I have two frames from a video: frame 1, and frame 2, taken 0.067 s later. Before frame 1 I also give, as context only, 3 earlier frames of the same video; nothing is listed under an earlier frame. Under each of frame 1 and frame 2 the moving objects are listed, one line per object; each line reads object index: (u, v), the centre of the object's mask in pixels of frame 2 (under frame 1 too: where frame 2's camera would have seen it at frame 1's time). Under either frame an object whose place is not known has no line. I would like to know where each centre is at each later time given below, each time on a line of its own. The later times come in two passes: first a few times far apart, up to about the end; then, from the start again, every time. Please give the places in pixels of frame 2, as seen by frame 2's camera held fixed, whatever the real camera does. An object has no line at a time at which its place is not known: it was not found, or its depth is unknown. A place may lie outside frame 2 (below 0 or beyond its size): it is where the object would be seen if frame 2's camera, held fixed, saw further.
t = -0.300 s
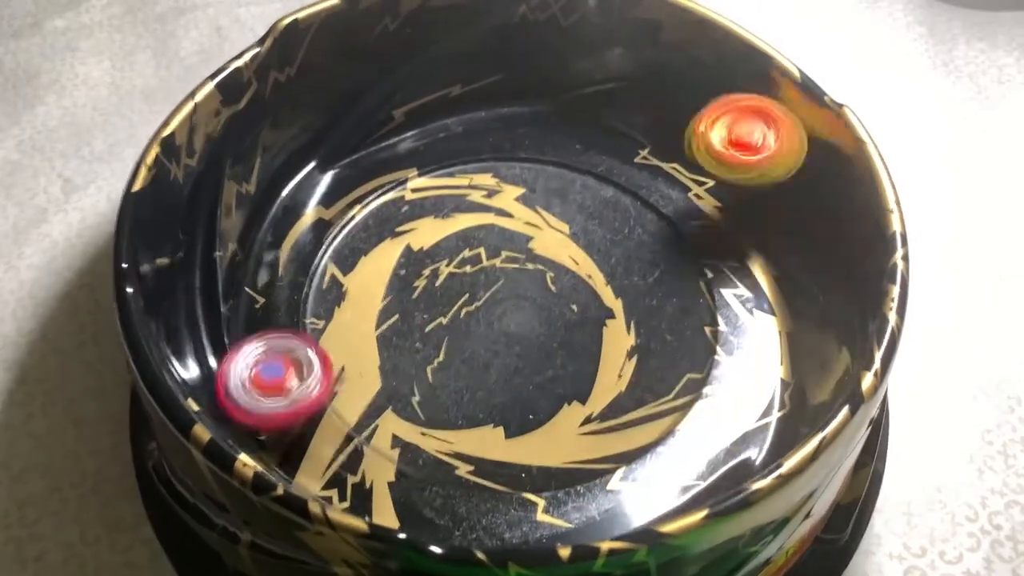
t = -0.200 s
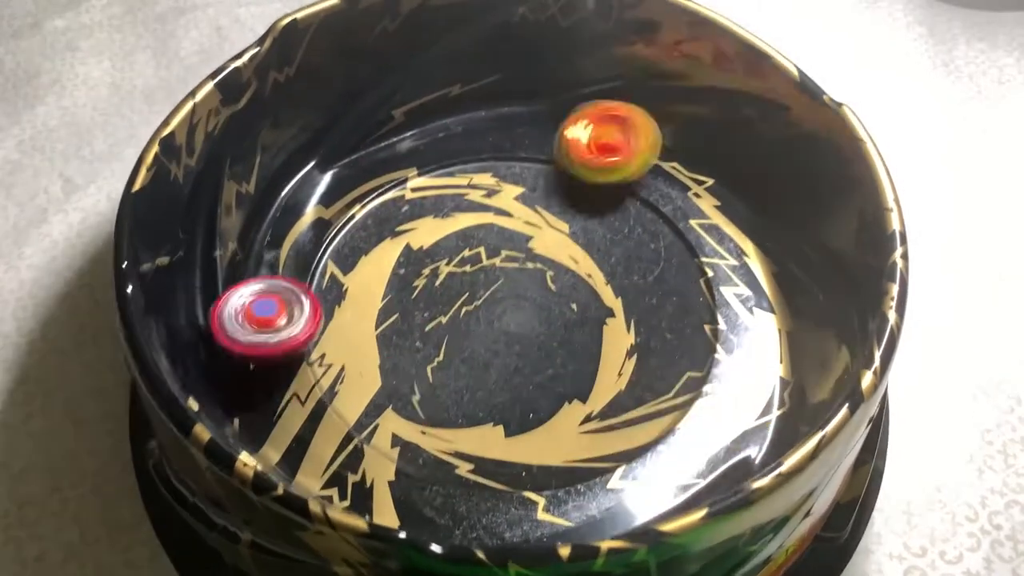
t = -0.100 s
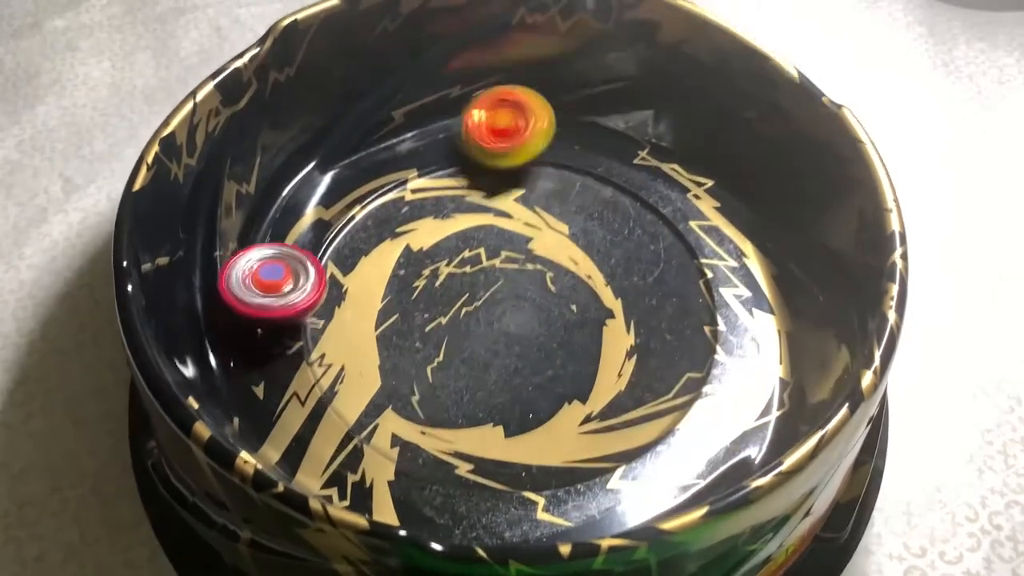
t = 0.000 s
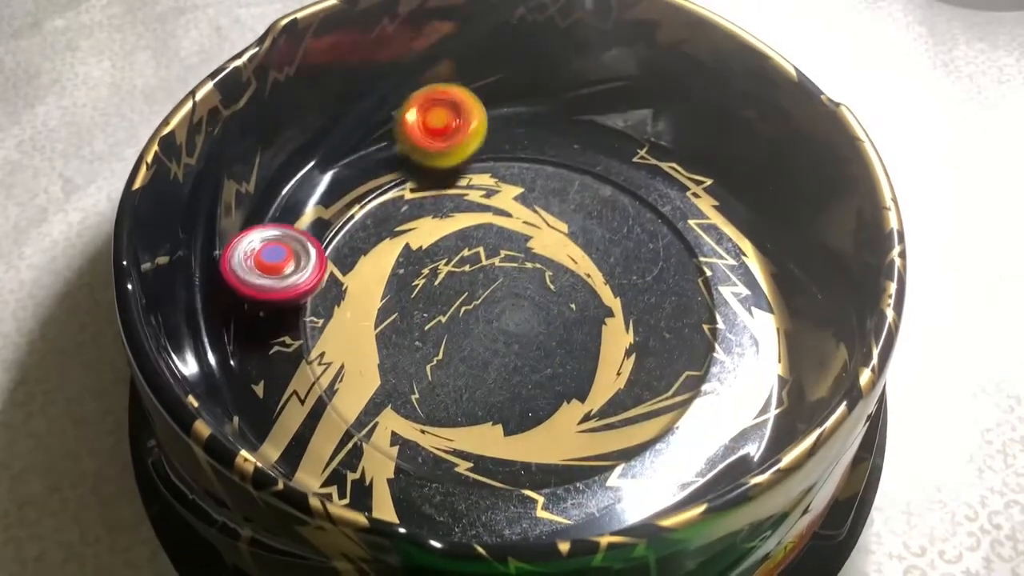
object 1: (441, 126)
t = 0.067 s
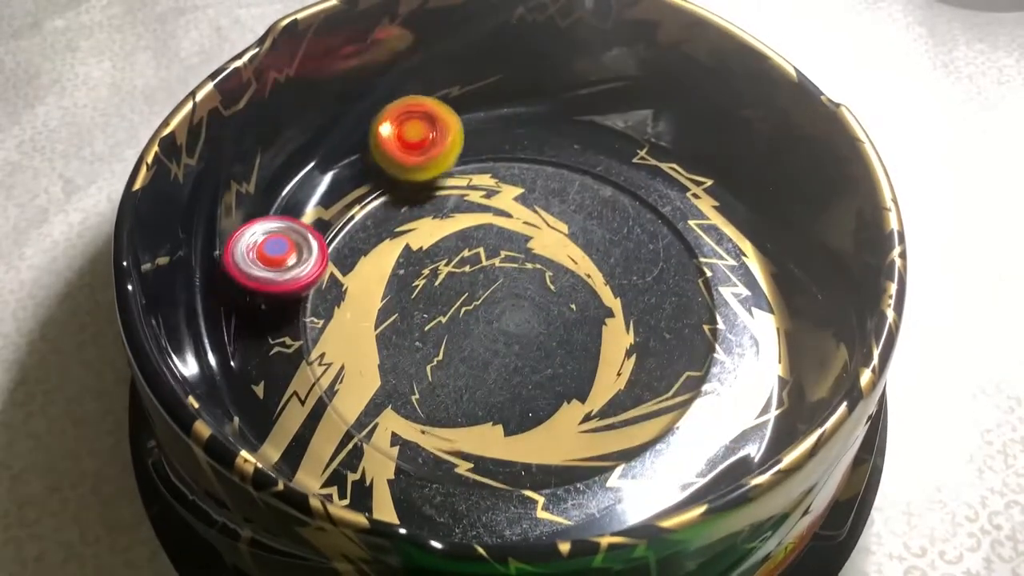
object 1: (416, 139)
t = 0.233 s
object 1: (360, 149)
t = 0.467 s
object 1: (326, 164)
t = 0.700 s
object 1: (302, 207)
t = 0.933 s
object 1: (312, 260)
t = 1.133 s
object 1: (427, 305)
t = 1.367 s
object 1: (667, 418)
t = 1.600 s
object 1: (670, 412)
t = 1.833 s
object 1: (665, 387)
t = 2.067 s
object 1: (544, 310)
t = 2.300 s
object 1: (521, 276)
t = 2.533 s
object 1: (521, 264)
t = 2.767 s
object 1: (513, 259)
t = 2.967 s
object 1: (567, 279)
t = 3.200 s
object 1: (654, 348)
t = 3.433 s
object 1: (553, 396)
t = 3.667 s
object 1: (502, 382)
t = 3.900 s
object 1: (525, 329)
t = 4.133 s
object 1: (529, 305)
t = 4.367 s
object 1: (444, 298)
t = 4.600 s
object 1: (473, 280)
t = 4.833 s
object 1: (494, 270)
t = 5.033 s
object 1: (503, 269)
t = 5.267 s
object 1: (556, 315)
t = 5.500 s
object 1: (538, 319)
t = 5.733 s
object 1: (521, 319)
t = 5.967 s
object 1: (514, 312)
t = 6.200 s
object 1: (516, 305)
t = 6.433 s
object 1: (515, 300)
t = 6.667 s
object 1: (516, 303)
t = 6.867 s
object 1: (523, 298)
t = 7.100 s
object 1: (519, 297)
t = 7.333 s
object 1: (515, 302)
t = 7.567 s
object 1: (522, 300)
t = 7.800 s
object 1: (518, 296)
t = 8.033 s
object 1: (509, 303)
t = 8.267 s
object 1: (517, 305)
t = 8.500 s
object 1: (519, 297)
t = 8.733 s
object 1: (512, 297)
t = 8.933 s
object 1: (518, 301)
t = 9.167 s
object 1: (521, 296)
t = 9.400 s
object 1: (511, 300)
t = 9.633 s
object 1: (518, 304)
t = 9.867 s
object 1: (521, 298)
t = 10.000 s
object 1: (505, 318)
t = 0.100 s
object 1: (404, 142)
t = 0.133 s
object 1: (394, 144)
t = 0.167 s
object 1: (382, 146)
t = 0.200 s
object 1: (371, 148)
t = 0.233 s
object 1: (360, 149)
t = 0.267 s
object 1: (349, 150)
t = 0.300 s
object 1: (339, 152)
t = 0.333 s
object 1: (335, 154)
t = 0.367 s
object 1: (332, 156)
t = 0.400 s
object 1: (328, 156)
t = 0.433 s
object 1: (327, 159)
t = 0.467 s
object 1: (326, 164)
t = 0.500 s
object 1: (322, 168)
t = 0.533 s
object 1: (318, 173)
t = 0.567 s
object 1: (314, 179)
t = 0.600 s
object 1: (310, 185)
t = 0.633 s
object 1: (307, 192)
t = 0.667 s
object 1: (304, 199)
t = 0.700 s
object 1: (302, 207)
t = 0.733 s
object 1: (301, 215)
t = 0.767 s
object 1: (301, 222)
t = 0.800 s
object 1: (302, 229)
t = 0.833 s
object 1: (304, 237)
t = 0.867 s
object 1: (306, 244)
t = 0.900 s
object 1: (308, 252)
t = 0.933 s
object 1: (312, 260)
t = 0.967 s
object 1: (321, 271)
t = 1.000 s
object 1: (340, 279)
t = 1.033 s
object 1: (361, 287)
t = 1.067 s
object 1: (382, 293)
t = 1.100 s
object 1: (405, 301)
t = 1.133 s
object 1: (427, 305)
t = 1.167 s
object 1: (447, 309)
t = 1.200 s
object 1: (467, 313)
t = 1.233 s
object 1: (499, 327)
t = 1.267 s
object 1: (543, 356)
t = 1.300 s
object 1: (594, 385)
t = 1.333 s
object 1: (634, 406)
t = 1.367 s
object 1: (667, 418)
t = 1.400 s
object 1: (696, 437)
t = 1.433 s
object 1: (710, 445)
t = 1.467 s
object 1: (694, 437)
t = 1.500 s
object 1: (683, 428)
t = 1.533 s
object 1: (675, 422)
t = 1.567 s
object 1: (671, 416)
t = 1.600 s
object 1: (670, 412)
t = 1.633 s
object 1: (672, 411)
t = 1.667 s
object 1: (678, 410)
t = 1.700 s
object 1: (727, 432)
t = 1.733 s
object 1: (708, 419)
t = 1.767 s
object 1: (692, 406)
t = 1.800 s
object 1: (679, 394)
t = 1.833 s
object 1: (665, 387)
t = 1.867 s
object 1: (647, 376)
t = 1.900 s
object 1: (628, 364)
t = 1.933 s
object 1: (609, 353)
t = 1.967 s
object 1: (590, 342)
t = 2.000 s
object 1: (571, 330)
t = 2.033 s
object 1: (555, 319)
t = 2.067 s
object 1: (544, 310)
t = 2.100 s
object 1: (533, 302)
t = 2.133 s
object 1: (526, 294)
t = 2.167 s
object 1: (521, 288)
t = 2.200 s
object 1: (519, 284)
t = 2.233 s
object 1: (518, 281)
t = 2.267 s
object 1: (519, 279)
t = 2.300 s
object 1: (521, 276)
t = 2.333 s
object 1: (521, 274)
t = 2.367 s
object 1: (521, 272)
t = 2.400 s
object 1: (522, 270)
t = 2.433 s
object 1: (522, 268)
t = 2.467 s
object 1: (522, 266)
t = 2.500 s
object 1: (521, 265)
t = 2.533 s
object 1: (521, 264)
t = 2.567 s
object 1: (521, 263)
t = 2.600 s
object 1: (521, 262)
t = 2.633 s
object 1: (519, 261)
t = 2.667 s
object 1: (519, 259)
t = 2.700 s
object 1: (517, 259)
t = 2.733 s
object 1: (515, 259)
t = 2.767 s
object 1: (513, 259)
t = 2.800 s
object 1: (511, 260)
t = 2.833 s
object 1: (510, 262)
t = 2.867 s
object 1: (509, 263)
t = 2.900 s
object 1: (507, 264)
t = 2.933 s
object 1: (528, 270)
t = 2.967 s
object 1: (567, 279)
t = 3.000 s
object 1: (603, 287)
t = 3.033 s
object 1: (631, 295)
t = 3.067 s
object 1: (652, 302)
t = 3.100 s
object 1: (664, 309)
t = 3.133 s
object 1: (668, 320)
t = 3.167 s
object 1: (665, 334)
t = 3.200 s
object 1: (654, 348)
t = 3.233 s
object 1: (639, 361)
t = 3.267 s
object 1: (623, 370)
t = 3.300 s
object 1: (608, 377)
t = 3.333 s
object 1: (593, 383)
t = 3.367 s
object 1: (579, 389)
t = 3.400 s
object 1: (565, 393)
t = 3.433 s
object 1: (553, 396)
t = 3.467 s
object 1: (541, 396)
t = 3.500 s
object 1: (531, 396)
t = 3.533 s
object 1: (523, 394)
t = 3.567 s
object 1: (516, 392)
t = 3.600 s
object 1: (510, 388)
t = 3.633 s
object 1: (506, 385)
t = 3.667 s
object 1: (502, 382)
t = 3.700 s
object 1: (500, 378)
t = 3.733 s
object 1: (499, 375)
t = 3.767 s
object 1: (497, 373)
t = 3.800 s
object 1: (499, 368)
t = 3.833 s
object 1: (508, 356)
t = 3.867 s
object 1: (517, 342)
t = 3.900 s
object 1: (525, 329)
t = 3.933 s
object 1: (531, 319)
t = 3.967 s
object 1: (534, 312)
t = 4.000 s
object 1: (538, 307)
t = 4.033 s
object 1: (540, 305)
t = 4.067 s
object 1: (541, 304)
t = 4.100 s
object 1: (542, 304)
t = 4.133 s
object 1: (529, 305)
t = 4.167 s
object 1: (501, 305)
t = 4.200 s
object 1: (477, 306)
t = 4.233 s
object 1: (459, 304)
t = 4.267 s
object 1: (447, 302)
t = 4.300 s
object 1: (441, 301)
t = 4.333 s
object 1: (442, 299)
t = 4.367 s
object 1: (444, 298)
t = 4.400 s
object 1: (448, 295)
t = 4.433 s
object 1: (453, 293)
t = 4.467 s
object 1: (457, 290)
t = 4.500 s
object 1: (461, 287)
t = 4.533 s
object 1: (466, 285)
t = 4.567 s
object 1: (469, 282)
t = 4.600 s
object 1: (473, 280)
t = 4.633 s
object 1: (476, 278)
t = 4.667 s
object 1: (480, 276)
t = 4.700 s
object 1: (483, 275)
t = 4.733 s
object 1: (486, 272)
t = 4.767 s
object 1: (489, 272)
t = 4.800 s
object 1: (492, 270)
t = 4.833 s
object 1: (494, 270)
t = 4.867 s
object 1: (496, 269)
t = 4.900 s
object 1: (497, 269)
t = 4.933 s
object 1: (499, 268)
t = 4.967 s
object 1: (501, 269)
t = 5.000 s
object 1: (502, 269)
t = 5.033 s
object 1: (503, 269)
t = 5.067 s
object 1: (504, 270)
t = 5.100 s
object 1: (520, 281)
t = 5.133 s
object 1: (533, 304)
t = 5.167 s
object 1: (545, 302)
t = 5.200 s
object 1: (552, 308)
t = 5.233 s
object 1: (557, 313)
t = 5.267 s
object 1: (556, 315)
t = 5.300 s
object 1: (555, 316)
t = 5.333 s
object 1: (554, 317)
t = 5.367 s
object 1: (552, 318)
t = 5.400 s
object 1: (549, 319)
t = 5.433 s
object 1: (544, 318)
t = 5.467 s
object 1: (540, 318)
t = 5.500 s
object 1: (538, 319)
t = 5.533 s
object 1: (534, 319)
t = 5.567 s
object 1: (541, 317)
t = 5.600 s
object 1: (540, 318)
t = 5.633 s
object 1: (536, 319)
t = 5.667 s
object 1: (529, 320)
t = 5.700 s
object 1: (524, 320)
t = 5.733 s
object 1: (521, 319)
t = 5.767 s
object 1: (518, 318)
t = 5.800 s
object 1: (516, 317)
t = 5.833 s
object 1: (514, 316)
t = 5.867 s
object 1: (514, 315)
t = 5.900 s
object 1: (514, 314)
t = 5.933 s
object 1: (514, 313)
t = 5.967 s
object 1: (514, 312)
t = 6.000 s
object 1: (515, 311)
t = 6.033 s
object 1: (515, 310)
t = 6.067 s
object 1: (515, 309)
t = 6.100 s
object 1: (516, 307)
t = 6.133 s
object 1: (515, 306)
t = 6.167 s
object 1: (515, 305)
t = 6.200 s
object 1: (516, 305)
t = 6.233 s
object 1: (516, 304)
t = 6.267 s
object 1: (517, 303)
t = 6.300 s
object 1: (517, 303)
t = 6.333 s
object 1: (517, 303)
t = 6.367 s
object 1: (517, 302)
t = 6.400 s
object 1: (516, 301)
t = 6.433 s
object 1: (515, 300)
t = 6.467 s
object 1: (513, 300)
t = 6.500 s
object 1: (512, 301)
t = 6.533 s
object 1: (512, 302)
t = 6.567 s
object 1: (512, 302)
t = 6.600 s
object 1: (512, 303)
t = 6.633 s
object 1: (513, 303)
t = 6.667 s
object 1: (516, 303)
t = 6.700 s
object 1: (519, 302)
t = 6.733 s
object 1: (520, 300)
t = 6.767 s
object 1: (521, 298)
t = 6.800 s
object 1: (522, 298)
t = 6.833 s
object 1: (524, 298)
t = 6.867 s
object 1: (523, 298)
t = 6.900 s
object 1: (523, 298)
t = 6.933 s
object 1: (523, 297)
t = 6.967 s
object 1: (522, 297)
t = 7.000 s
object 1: (522, 296)
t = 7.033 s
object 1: (521, 296)
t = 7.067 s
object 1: (520, 296)
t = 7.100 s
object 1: (519, 297)
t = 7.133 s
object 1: (518, 297)
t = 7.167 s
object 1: (516, 298)
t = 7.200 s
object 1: (515, 298)
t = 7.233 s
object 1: (515, 299)
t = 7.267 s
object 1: (514, 301)
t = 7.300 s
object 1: (515, 302)
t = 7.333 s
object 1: (515, 302)
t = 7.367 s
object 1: (515, 303)
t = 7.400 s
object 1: (516, 304)
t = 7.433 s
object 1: (518, 303)
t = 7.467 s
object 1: (519, 303)
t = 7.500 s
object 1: (521, 302)
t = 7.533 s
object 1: (521, 301)
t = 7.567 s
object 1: (522, 300)
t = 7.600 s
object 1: (522, 299)
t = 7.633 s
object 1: (523, 297)
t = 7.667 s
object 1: (522, 297)
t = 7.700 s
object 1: (522, 296)
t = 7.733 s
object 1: (521, 296)
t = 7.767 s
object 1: (520, 296)
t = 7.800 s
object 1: (518, 296)
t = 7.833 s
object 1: (517, 296)
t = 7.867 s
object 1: (515, 297)
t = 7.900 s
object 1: (513, 298)
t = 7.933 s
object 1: (512, 298)
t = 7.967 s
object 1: (511, 299)
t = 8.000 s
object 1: (509, 301)
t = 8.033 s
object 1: (509, 303)
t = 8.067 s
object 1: (509, 304)
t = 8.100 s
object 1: (510, 305)
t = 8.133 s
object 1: (512, 306)
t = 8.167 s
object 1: (514, 306)
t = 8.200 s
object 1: (515, 306)
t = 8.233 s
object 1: (517, 306)
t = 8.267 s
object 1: (517, 305)
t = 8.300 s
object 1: (518, 305)
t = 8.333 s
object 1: (518, 304)
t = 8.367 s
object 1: (519, 303)
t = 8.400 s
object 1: (520, 301)
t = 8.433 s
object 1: (520, 300)
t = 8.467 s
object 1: (519, 299)
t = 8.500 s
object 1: (519, 297)
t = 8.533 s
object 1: (517, 296)
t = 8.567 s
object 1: (516, 295)
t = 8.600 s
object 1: (514, 295)
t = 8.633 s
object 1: (513, 295)
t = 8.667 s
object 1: (512, 295)
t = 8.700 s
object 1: (512, 296)
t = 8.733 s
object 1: (512, 297)
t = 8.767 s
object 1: (513, 298)
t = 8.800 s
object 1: (514, 299)
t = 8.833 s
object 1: (514, 300)
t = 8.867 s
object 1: (515, 300)
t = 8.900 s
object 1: (516, 301)
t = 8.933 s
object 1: (518, 301)
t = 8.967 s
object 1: (520, 301)
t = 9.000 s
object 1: (521, 300)
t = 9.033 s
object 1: (522, 300)
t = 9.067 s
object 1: (523, 299)
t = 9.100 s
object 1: (523, 298)
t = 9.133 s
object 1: (523, 297)
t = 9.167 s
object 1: (521, 296)
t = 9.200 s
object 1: (521, 295)
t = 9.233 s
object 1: (518, 294)
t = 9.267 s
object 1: (517, 295)
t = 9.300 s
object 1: (516, 296)
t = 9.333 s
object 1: (514, 297)
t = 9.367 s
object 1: (513, 298)
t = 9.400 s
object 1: (511, 300)
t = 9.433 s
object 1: (511, 301)
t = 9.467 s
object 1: (512, 303)
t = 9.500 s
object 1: (513, 303)
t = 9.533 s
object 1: (514, 304)
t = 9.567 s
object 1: (515, 304)
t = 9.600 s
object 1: (517, 304)
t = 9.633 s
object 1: (518, 304)
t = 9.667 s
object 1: (520, 303)
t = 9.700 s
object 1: (521, 302)
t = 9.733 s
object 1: (521, 302)
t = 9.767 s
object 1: (522, 301)
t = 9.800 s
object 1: (522, 299)
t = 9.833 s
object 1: (521, 298)
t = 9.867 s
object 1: (521, 298)
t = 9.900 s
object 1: (515, 308)
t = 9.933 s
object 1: (510, 318)
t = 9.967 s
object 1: (507, 318)
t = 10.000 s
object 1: (505, 318)
